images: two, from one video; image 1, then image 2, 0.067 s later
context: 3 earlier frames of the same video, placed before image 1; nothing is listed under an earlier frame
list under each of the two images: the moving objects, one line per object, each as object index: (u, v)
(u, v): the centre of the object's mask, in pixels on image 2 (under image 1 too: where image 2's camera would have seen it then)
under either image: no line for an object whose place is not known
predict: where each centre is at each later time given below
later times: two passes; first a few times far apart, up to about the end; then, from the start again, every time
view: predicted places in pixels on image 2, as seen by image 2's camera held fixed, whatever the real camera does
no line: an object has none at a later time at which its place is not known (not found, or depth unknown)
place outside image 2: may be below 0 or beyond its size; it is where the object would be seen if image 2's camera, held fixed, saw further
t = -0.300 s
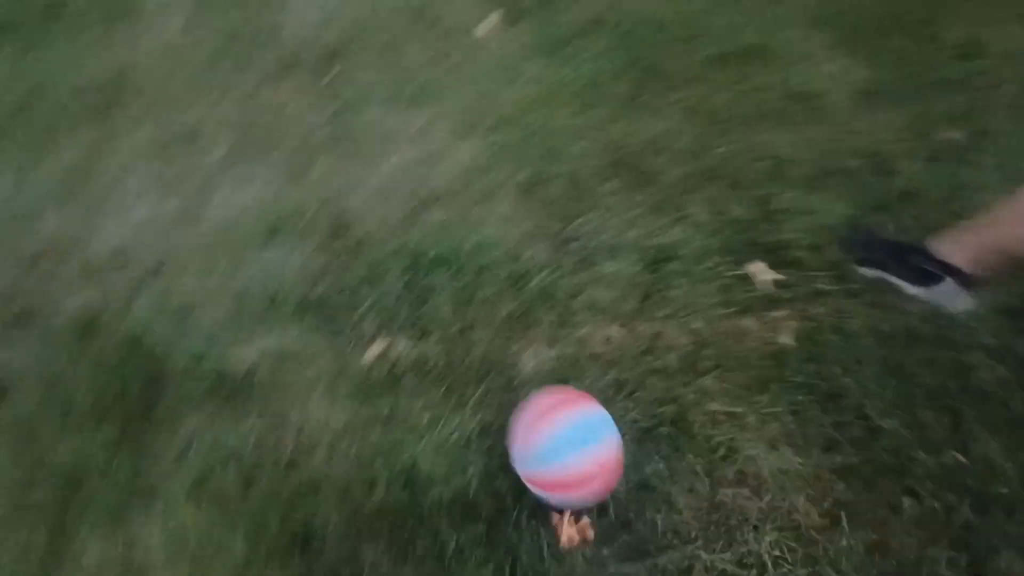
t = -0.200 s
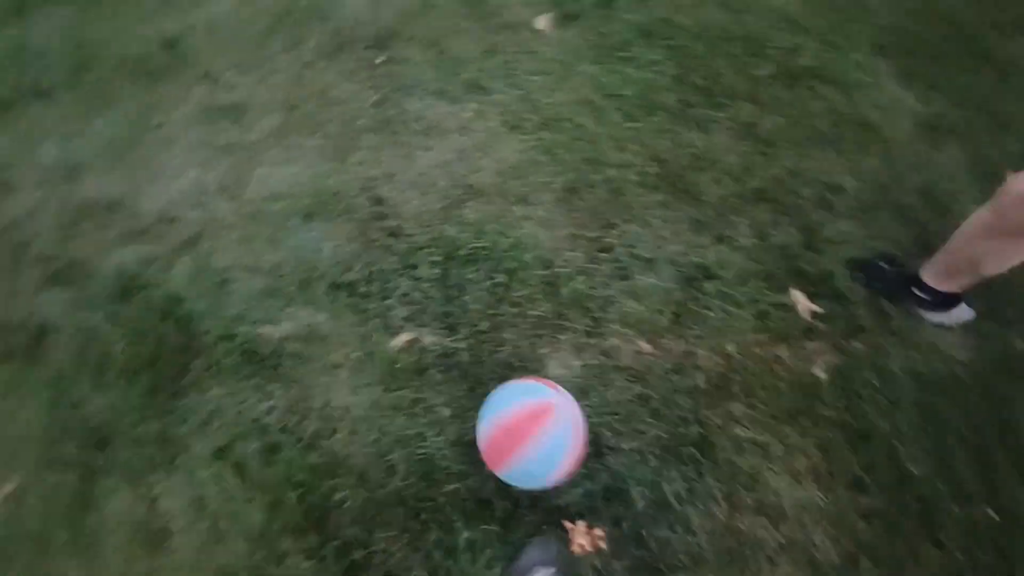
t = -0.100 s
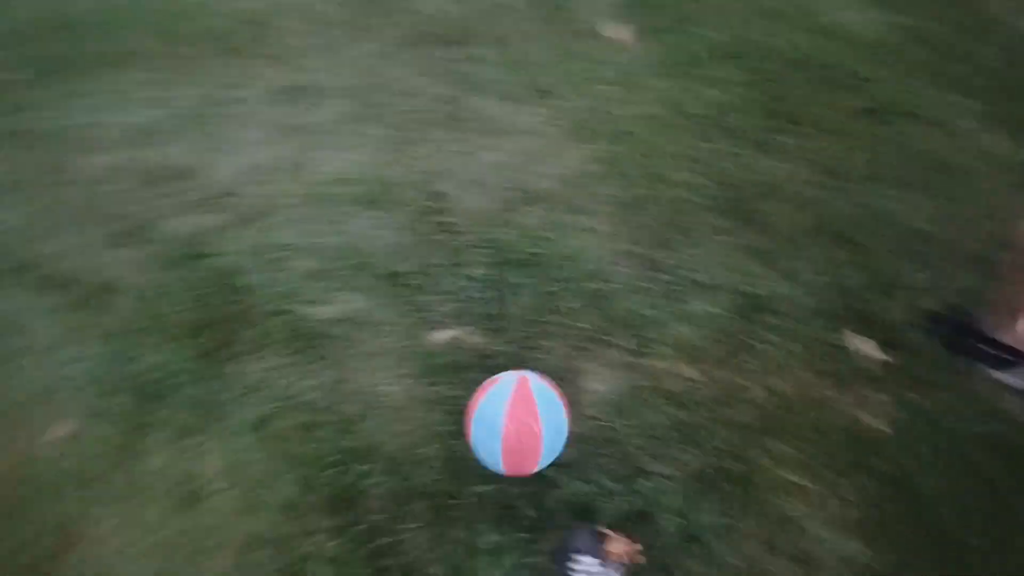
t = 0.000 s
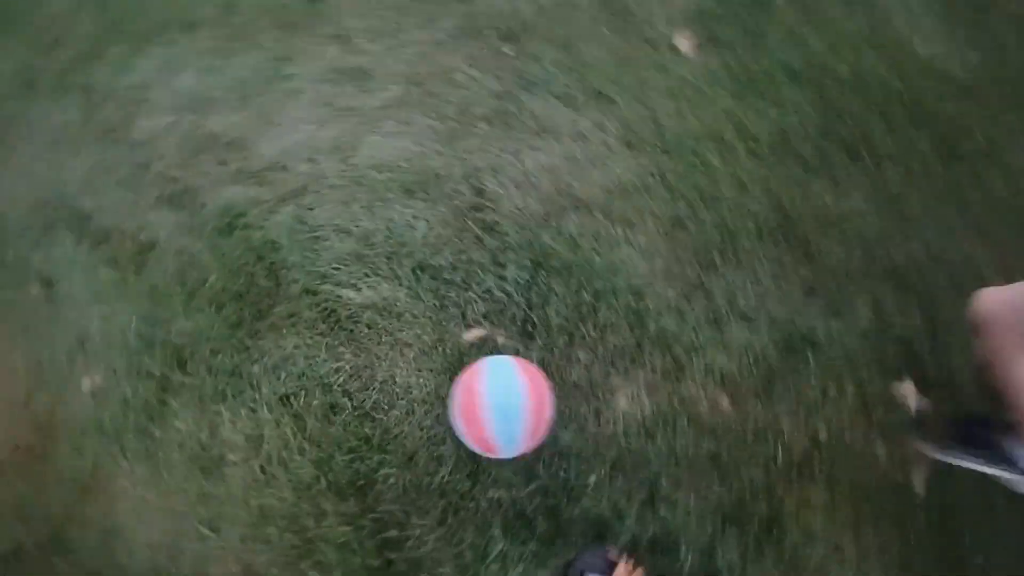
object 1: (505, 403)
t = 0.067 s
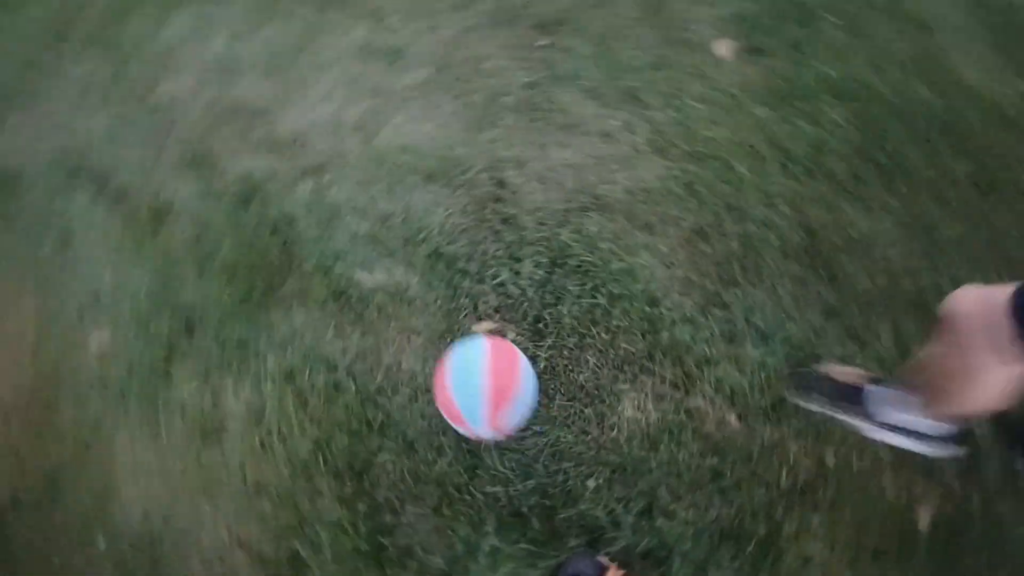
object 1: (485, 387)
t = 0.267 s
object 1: (431, 360)
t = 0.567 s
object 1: (370, 343)
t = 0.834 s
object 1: (350, 342)
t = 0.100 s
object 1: (476, 381)
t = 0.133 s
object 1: (467, 375)
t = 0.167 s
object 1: (458, 370)
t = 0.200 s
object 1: (448, 366)
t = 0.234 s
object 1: (439, 363)
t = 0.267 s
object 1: (431, 360)
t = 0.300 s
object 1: (423, 357)
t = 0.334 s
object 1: (415, 354)
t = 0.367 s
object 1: (407, 352)
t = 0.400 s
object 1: (400, 350)
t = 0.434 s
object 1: (393, 348)
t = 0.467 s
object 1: (386, 346)
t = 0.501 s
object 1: (380, 345)
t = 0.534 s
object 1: (375, 344)
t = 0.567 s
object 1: (370, 343)
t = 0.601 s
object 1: (366, 343)
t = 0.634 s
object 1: (362, 343)
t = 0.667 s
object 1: (358, 342)
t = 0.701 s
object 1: (356, 343)
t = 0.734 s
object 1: (354, 343)
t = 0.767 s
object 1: (352, 342)
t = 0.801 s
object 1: (351, 342)
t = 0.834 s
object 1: (350, 342)
